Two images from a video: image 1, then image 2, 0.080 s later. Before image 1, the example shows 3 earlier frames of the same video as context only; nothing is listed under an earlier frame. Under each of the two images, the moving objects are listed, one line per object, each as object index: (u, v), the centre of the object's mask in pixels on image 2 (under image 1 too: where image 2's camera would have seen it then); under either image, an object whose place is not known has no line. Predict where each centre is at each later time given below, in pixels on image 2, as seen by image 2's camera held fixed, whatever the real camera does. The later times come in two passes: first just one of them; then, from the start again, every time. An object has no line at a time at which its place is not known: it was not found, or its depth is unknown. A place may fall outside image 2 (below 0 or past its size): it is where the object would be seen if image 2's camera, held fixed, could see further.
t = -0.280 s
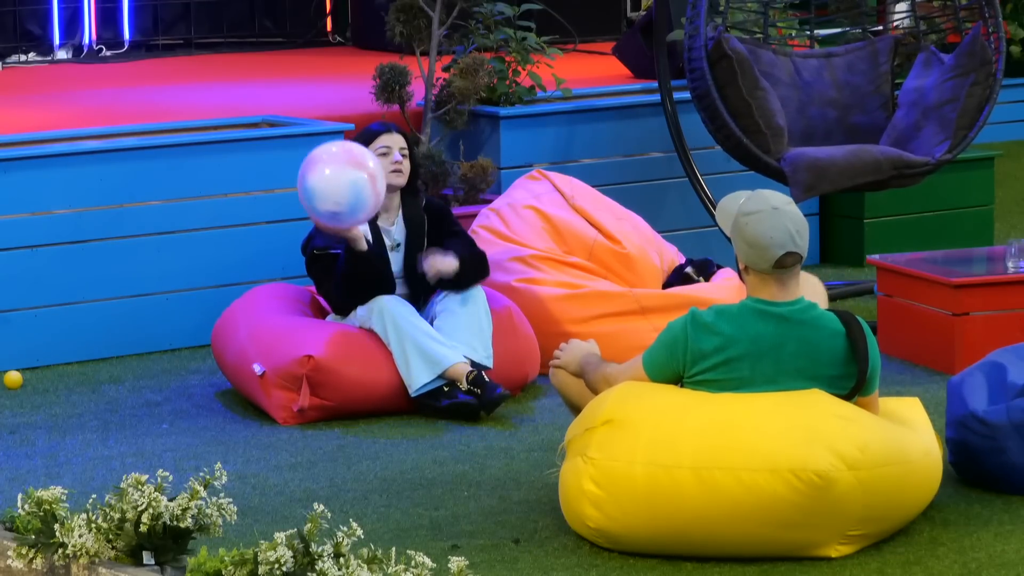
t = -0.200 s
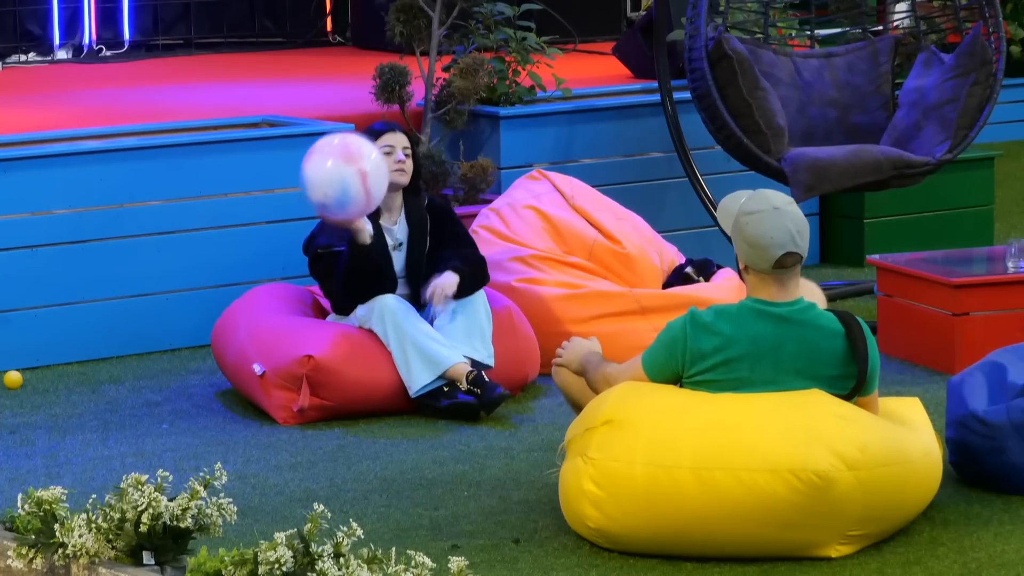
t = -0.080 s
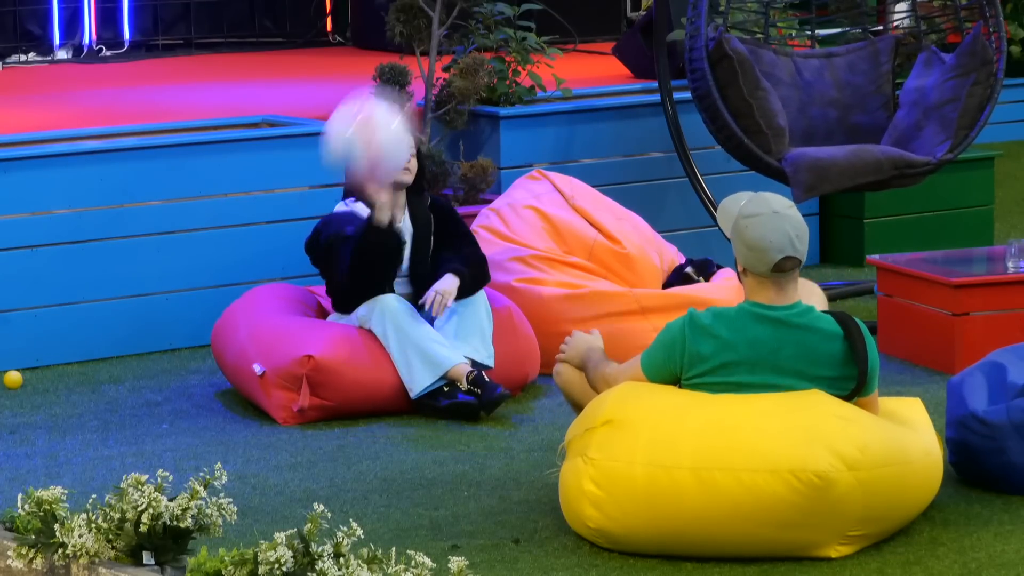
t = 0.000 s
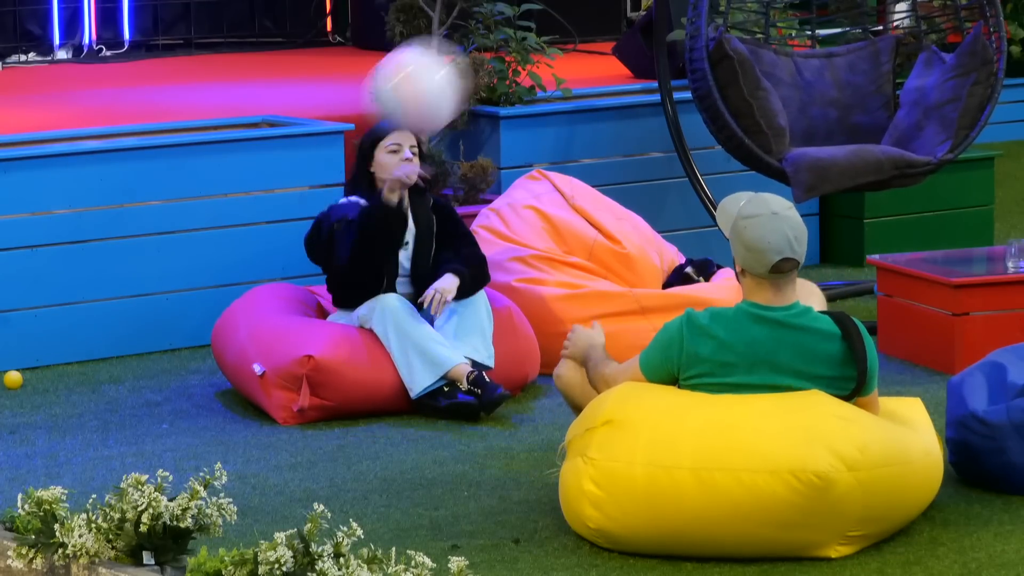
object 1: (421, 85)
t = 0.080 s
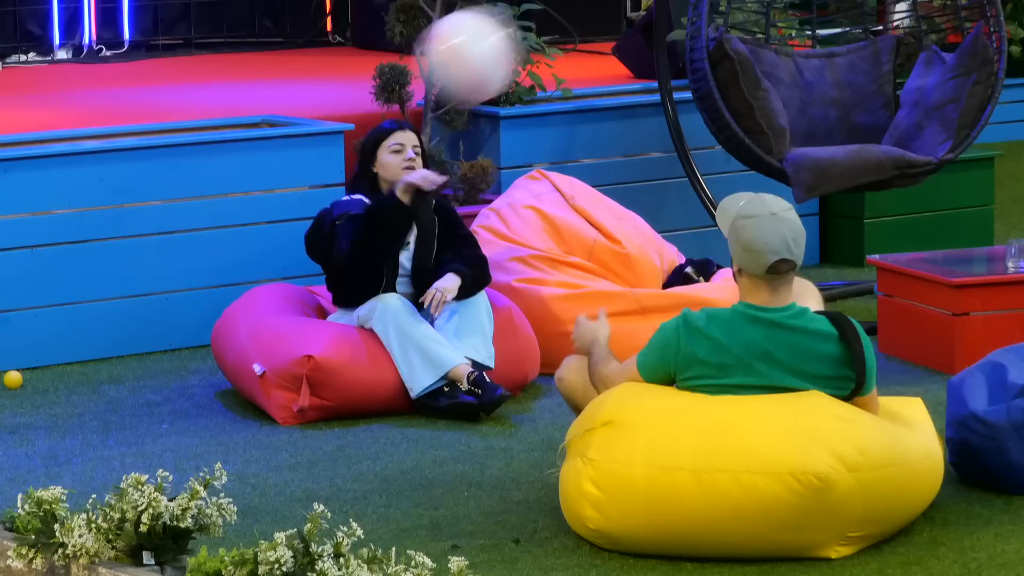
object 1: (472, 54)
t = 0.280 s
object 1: (608, 63)
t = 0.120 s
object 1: (497, 46)
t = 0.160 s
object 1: (522, 43)
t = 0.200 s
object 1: (550, 42)
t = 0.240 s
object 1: (579, 50)
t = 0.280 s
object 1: (608, 63)
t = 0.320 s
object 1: (636, 82)
